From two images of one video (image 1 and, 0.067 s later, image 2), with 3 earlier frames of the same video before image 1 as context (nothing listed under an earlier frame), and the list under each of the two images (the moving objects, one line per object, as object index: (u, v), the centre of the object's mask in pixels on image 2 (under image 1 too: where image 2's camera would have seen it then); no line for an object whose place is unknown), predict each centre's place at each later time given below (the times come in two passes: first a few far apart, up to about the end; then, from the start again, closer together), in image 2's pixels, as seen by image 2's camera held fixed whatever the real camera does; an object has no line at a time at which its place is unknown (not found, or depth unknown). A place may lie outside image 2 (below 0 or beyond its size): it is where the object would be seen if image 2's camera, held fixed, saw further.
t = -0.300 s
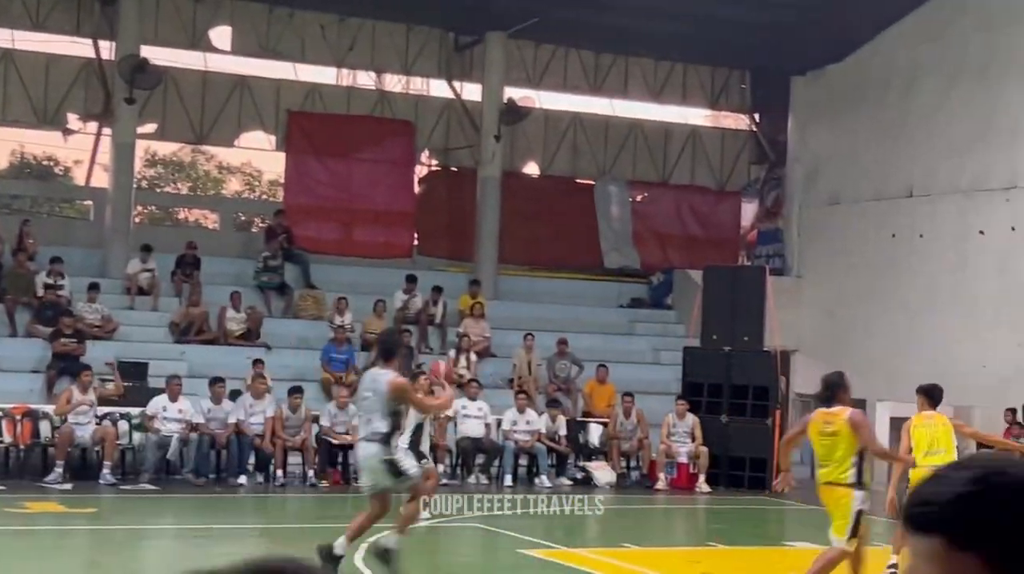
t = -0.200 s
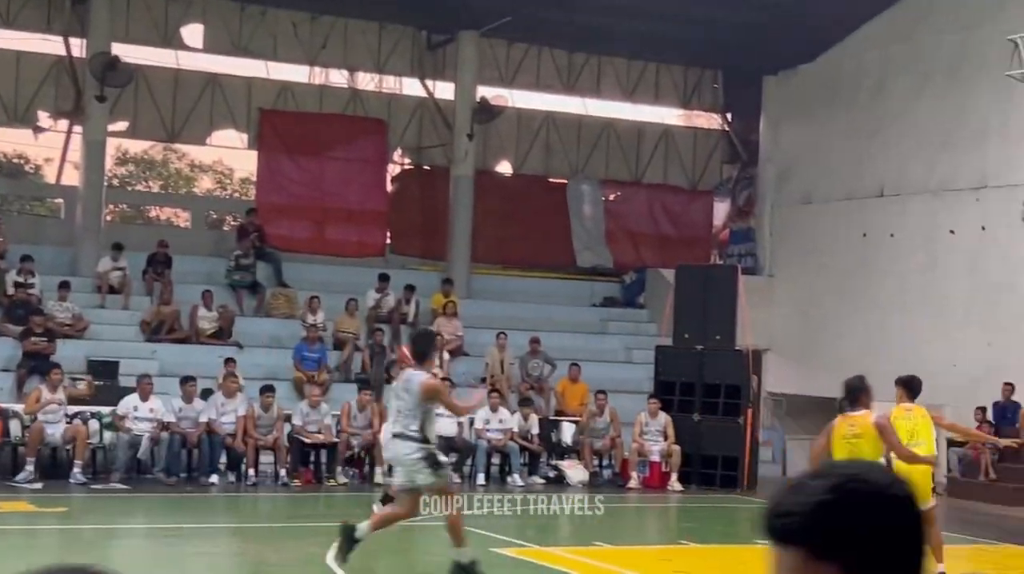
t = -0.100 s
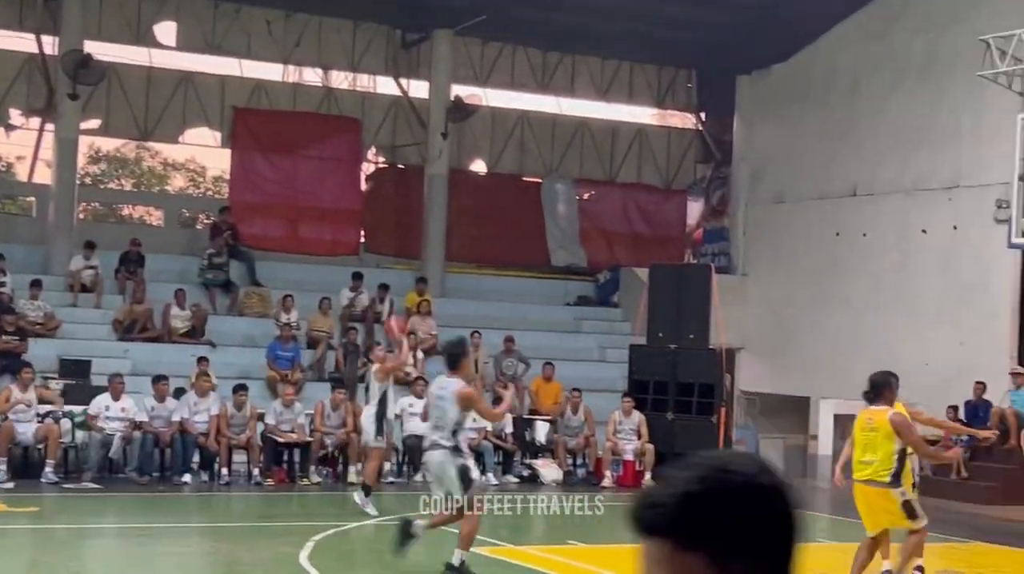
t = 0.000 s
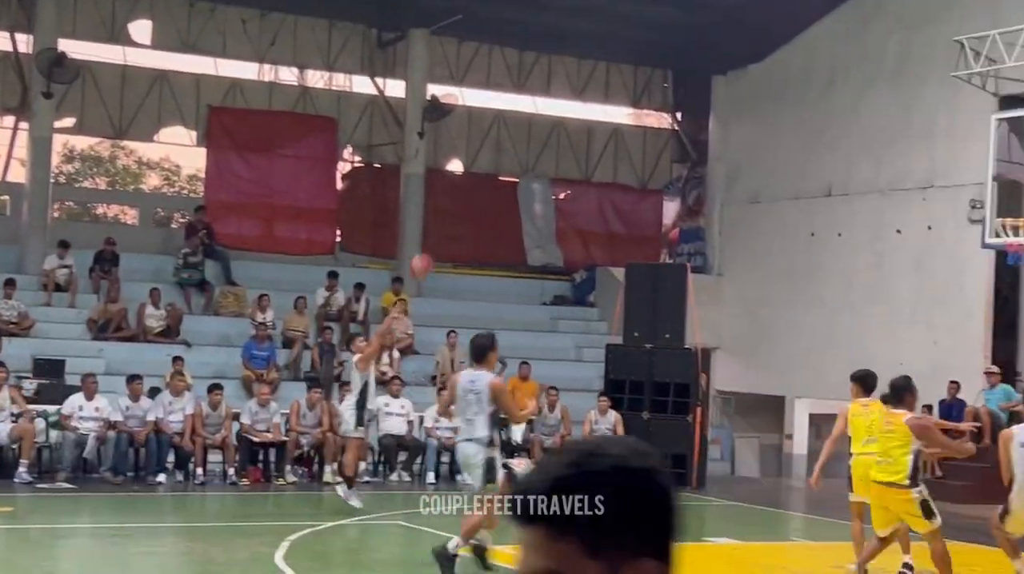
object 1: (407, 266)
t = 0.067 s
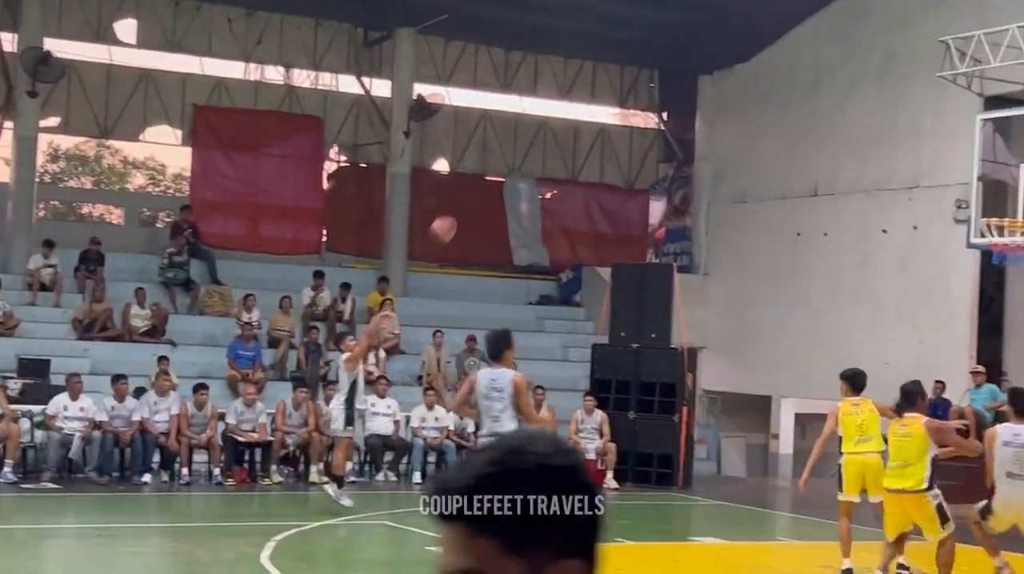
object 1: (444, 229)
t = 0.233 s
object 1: (536, 152)
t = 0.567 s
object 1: (723, 81)
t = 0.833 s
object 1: (878, 106)
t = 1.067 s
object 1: (1016, 193)
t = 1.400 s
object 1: (911, 107)
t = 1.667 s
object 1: (799, 101)
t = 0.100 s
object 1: (462, 212)
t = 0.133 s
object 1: (480, 196)
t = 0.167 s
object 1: (498, 181)
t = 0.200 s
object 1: (518, 165)
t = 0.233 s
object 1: (536, 152)
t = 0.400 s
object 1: (629, 102)
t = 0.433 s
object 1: (648, 97)
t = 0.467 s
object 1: (666, 91)
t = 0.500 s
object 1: (684, 87)
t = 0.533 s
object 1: (703, 83)
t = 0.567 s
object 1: (723, 81)
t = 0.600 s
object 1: (743, 80)
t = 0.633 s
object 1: (761, 79)
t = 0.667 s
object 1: (781, 80)
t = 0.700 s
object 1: (799, 83)
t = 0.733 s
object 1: (819, 87)
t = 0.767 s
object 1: (839, 93)
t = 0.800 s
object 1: (858, 99)
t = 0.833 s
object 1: (878, 106)
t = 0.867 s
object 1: (897, 115)
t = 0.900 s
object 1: (917, 125)
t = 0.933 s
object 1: (937, 136)
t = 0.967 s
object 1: (956, 148)
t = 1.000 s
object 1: (978, 164)
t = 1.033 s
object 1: (999, 178)
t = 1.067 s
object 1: (1016, 193)
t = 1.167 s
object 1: (1011, 182)
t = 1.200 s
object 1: (999, 169)
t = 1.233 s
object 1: (982, 155)
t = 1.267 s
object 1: (967, 142)
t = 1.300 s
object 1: (954, 132)
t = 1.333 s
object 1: (939, 122)
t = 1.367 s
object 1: (925, 114)
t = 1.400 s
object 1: (911, 107)
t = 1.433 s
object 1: (898, 102)
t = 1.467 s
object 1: (884, 98)
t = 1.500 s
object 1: (871, 95)
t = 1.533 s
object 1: (856, 94)
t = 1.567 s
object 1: (842, 94)
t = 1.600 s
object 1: (828, 95)
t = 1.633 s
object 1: (814, 98)
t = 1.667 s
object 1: (799, 101)
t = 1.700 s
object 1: (785, 105)
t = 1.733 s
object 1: (772, 111)
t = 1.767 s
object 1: (758, 118)
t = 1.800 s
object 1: (744, 126)
